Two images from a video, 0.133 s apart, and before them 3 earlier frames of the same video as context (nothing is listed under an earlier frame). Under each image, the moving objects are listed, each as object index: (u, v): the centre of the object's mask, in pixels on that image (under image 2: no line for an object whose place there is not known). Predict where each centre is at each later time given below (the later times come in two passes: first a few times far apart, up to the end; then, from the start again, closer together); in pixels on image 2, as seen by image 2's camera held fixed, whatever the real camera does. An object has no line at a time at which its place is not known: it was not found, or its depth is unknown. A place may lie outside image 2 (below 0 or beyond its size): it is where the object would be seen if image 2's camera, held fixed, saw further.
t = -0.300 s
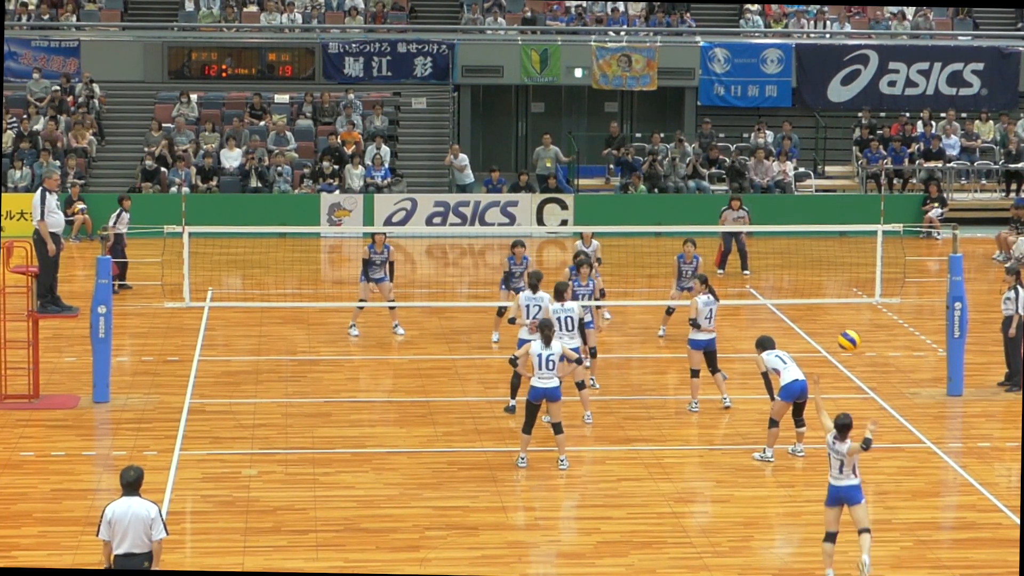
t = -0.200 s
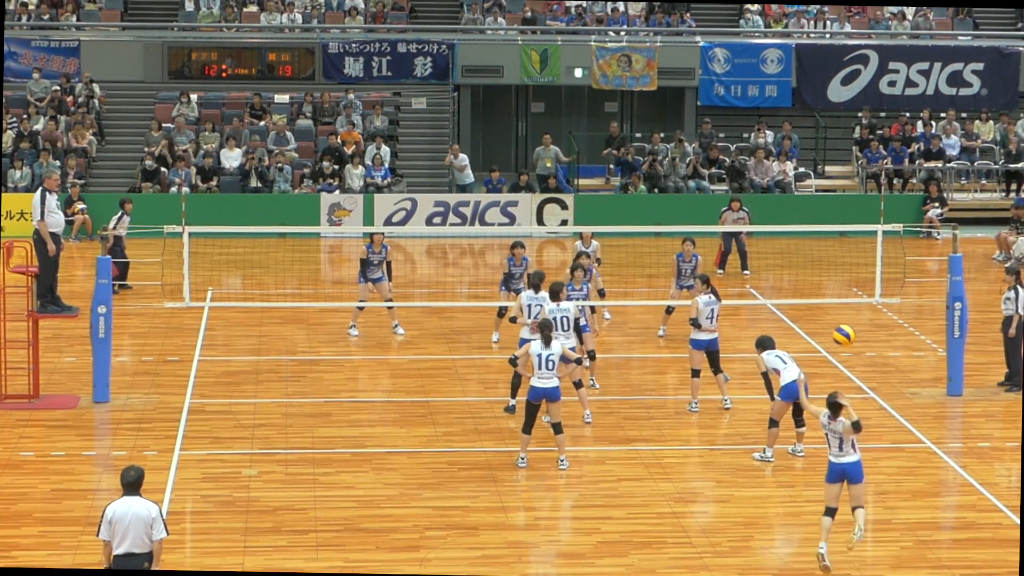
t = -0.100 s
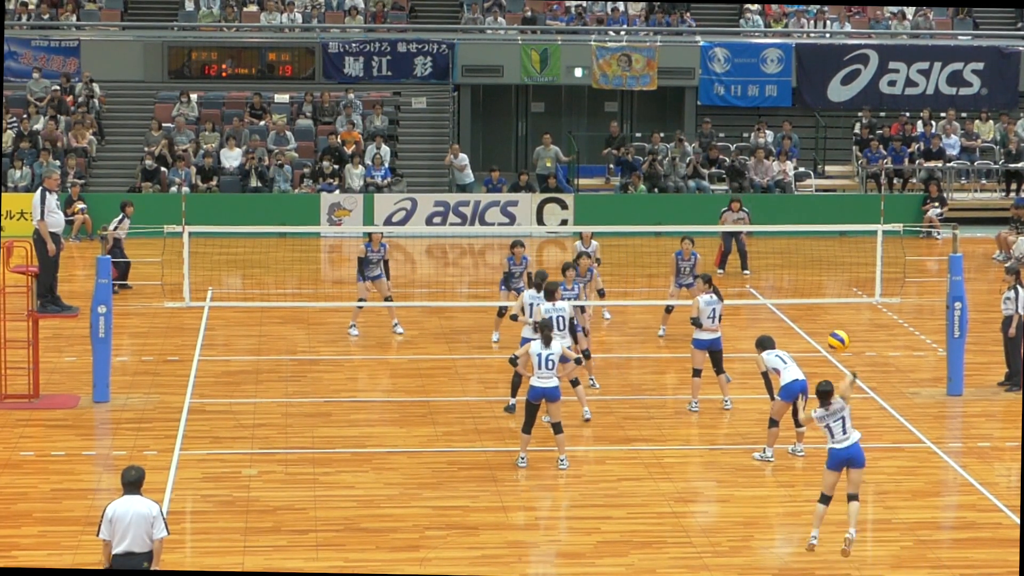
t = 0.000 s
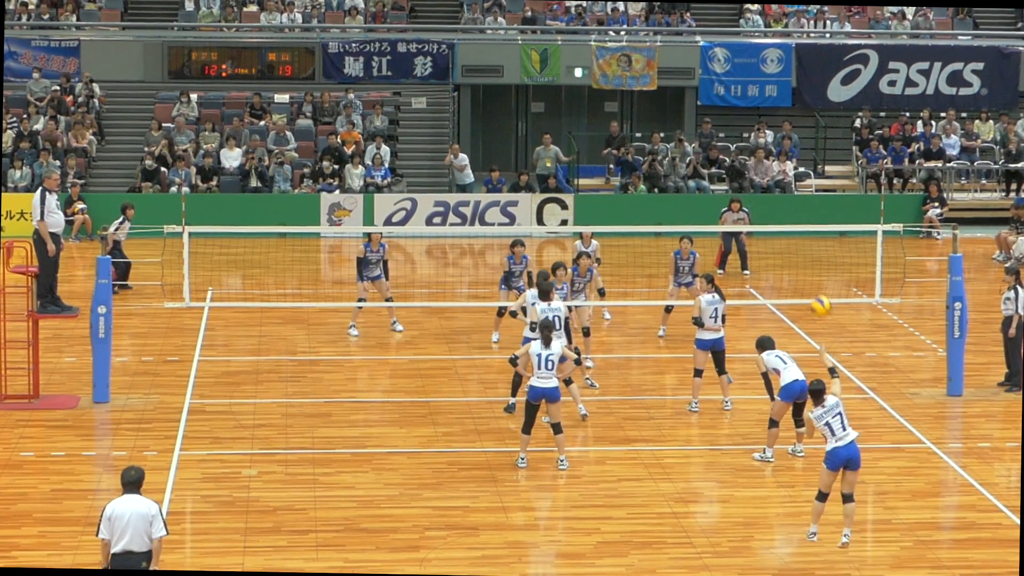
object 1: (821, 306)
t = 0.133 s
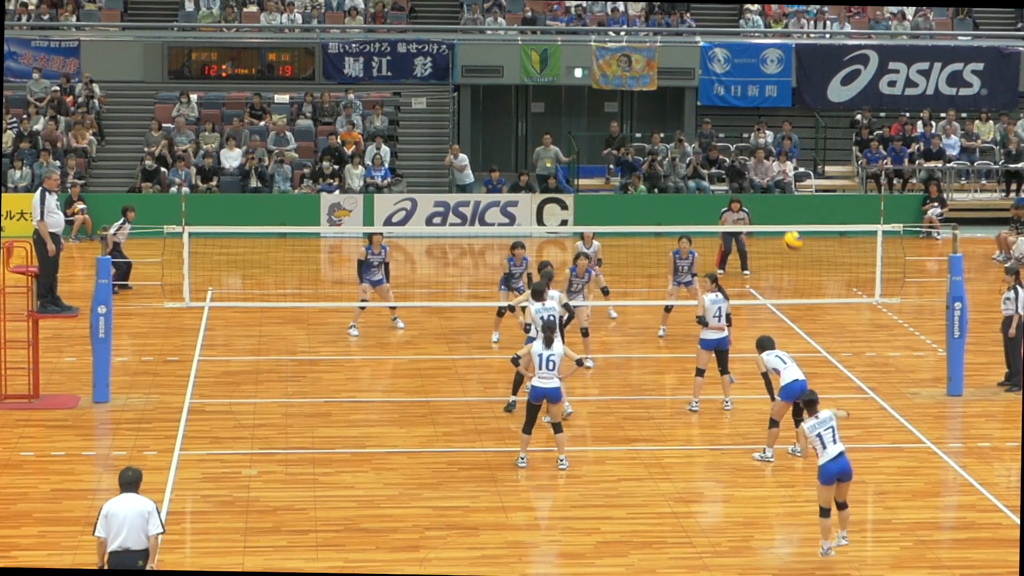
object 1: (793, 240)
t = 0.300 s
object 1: (762, 197)
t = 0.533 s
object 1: (731, 185)
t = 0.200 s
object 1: (779, 220)
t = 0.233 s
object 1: (773, 211)
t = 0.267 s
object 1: (767, 203)
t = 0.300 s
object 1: (762, 197)
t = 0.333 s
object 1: (757, 191)
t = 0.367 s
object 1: (752, 187)
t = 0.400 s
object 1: (748, 185)
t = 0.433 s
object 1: (743, 184)
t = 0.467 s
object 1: (738, 183)
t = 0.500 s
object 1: (735, 183)
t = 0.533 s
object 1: (731, 185)
